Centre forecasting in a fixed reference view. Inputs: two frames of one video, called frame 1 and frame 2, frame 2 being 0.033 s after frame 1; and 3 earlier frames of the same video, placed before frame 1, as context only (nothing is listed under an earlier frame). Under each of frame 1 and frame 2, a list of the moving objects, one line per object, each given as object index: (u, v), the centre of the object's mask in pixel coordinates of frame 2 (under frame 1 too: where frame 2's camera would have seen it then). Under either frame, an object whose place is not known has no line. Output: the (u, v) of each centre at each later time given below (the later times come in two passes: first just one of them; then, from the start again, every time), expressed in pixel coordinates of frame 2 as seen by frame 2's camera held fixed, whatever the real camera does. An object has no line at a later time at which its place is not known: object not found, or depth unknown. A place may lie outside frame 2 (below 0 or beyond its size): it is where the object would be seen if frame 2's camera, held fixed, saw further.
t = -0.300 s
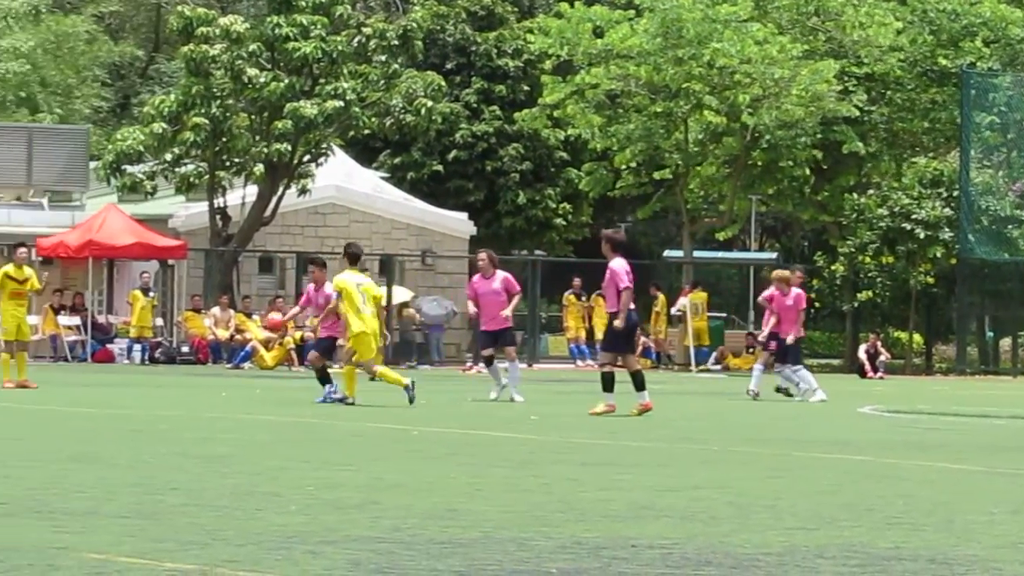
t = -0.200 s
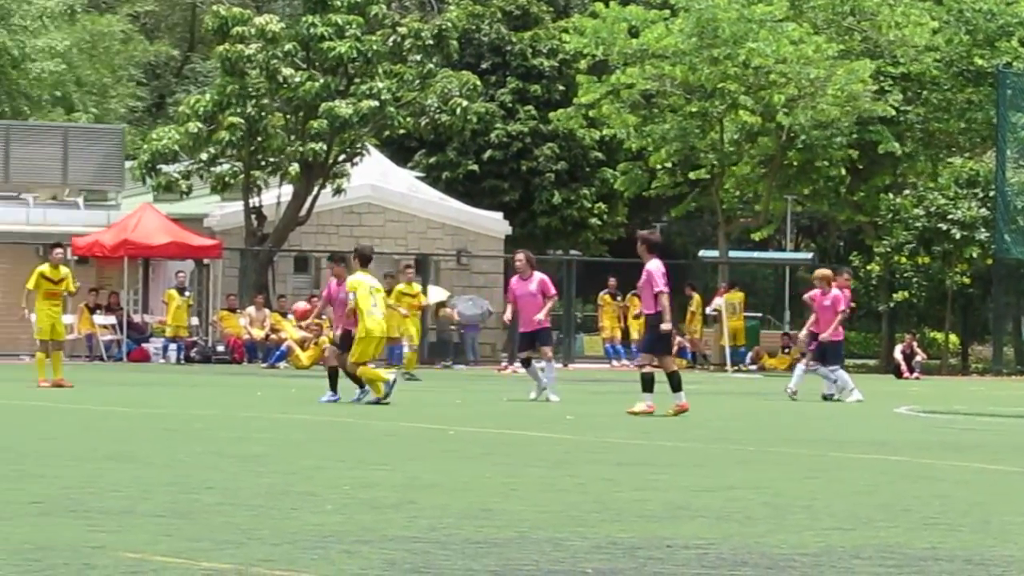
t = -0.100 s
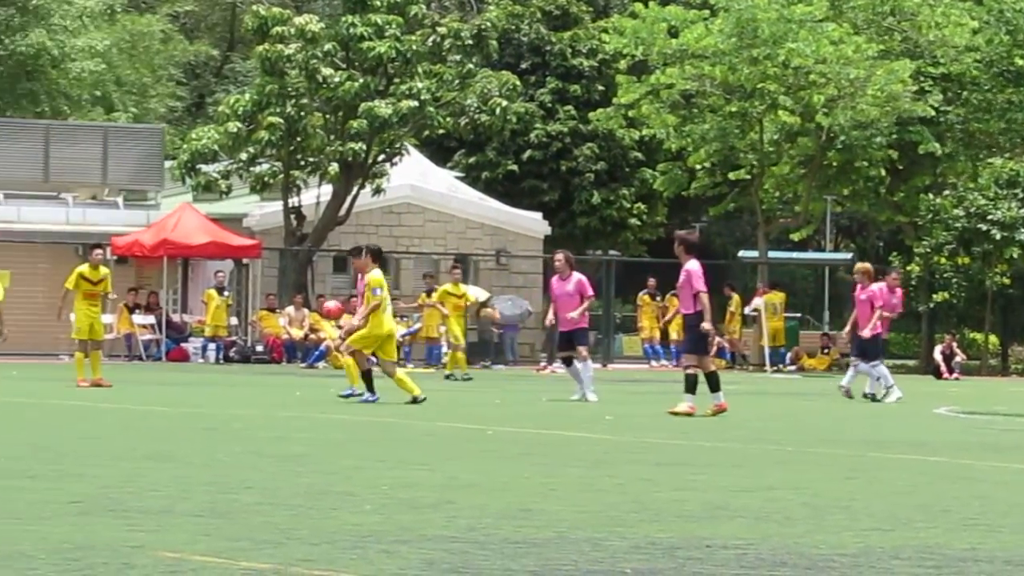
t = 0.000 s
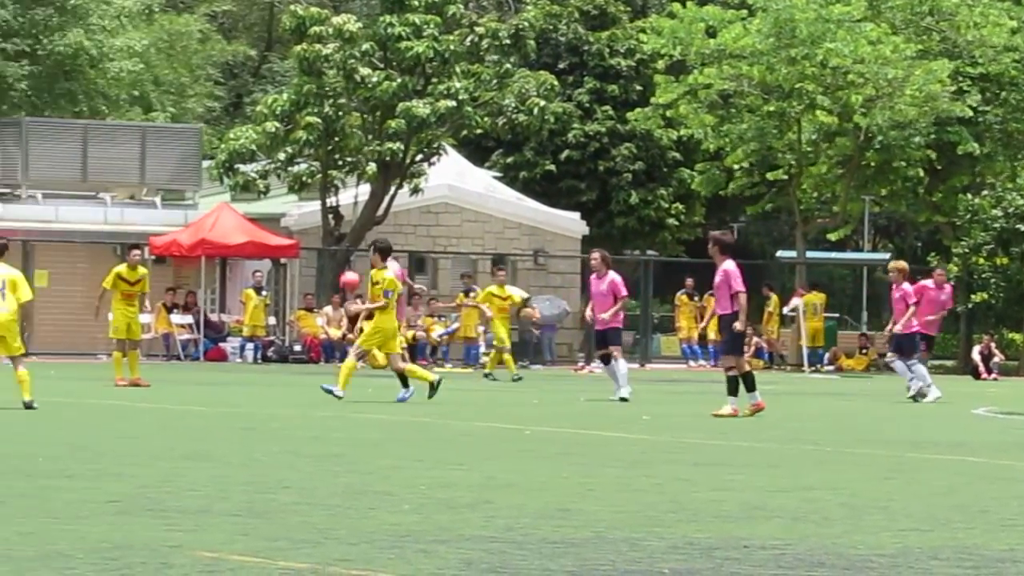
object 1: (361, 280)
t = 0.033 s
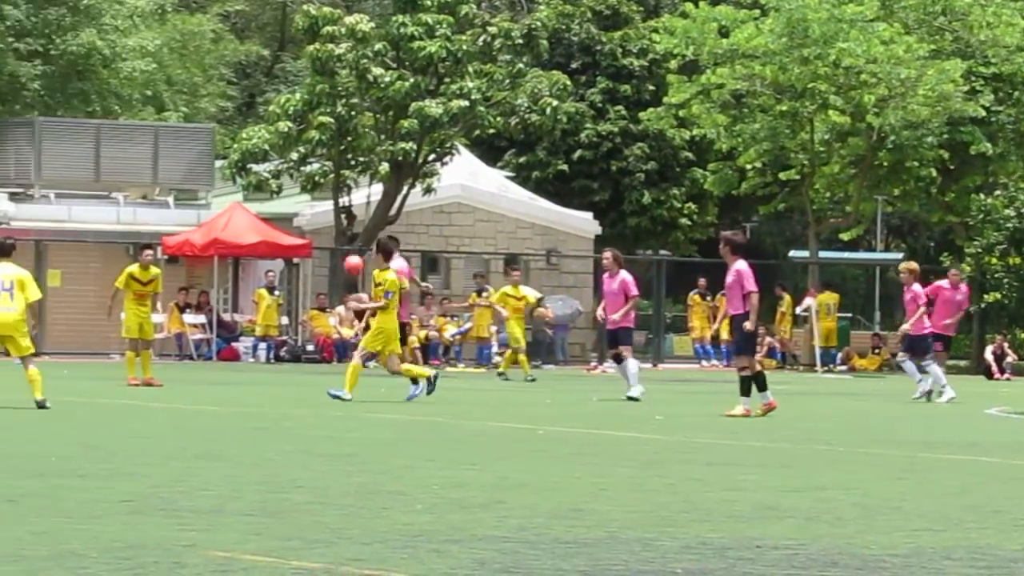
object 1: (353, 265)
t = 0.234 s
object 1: (306, 191)
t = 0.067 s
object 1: (346, 250)
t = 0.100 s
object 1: (338, 236)
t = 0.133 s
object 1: (331, 224)
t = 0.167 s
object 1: (322, 214)
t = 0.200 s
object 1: (314, 201)
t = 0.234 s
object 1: (306, 191)
